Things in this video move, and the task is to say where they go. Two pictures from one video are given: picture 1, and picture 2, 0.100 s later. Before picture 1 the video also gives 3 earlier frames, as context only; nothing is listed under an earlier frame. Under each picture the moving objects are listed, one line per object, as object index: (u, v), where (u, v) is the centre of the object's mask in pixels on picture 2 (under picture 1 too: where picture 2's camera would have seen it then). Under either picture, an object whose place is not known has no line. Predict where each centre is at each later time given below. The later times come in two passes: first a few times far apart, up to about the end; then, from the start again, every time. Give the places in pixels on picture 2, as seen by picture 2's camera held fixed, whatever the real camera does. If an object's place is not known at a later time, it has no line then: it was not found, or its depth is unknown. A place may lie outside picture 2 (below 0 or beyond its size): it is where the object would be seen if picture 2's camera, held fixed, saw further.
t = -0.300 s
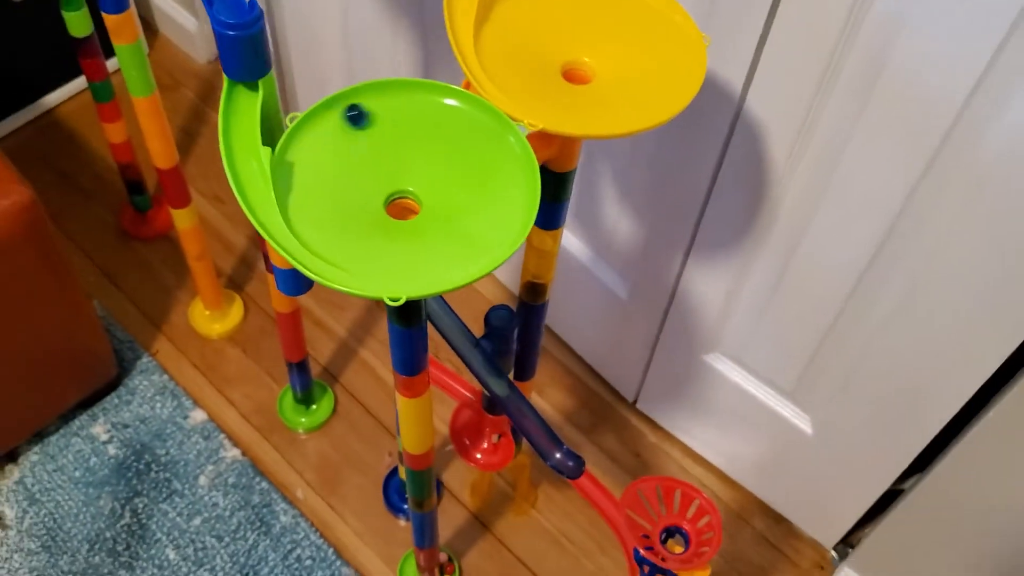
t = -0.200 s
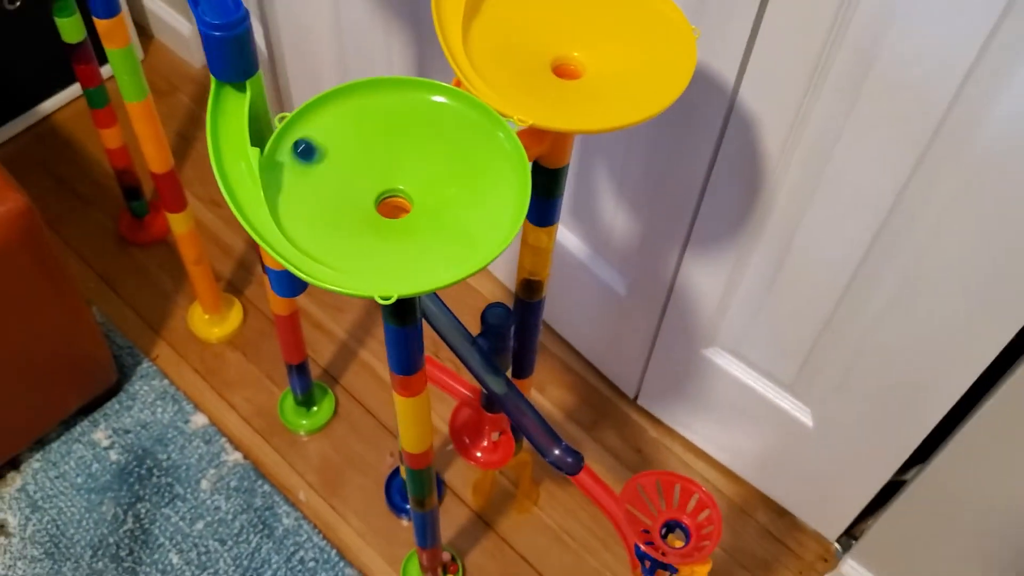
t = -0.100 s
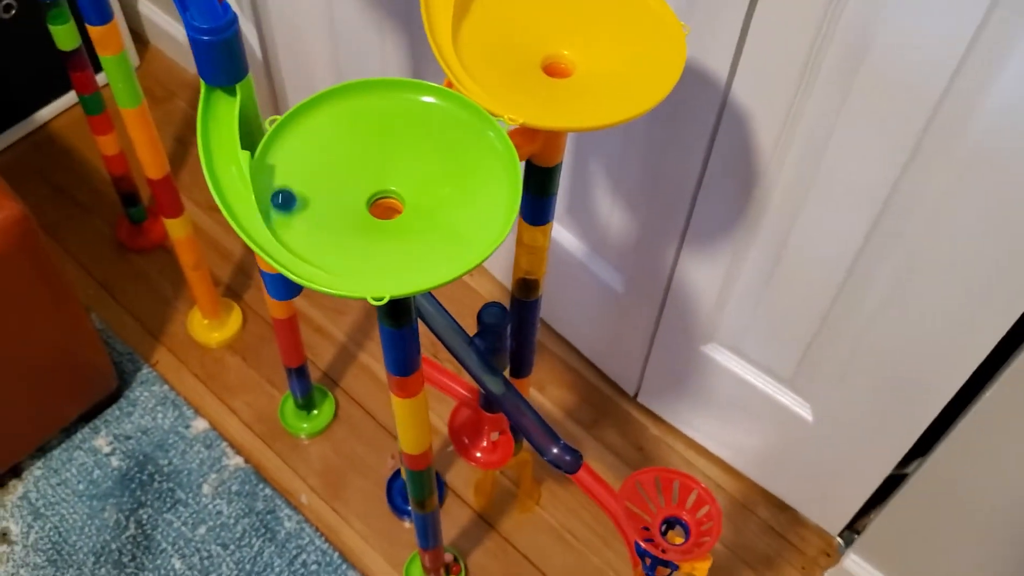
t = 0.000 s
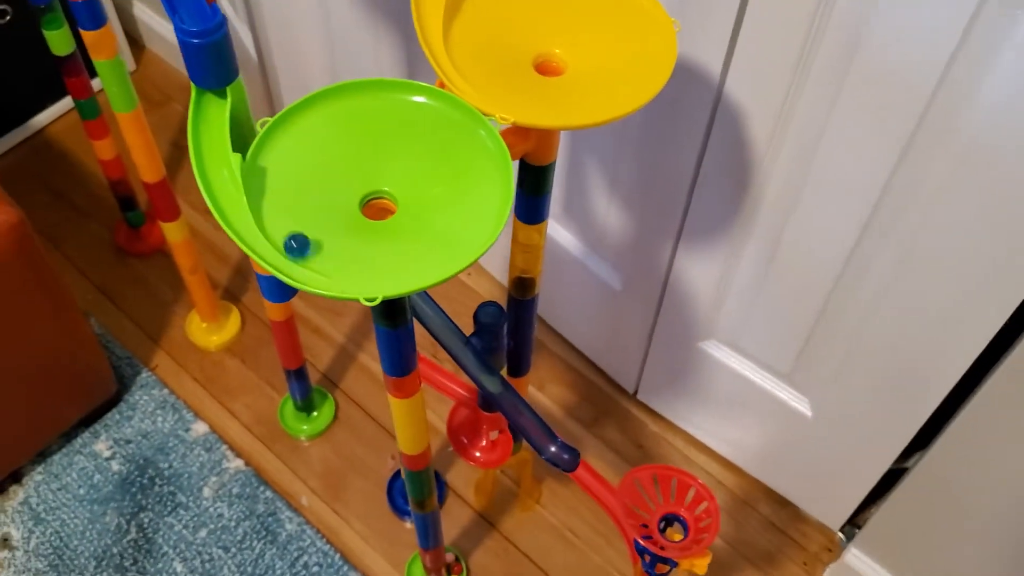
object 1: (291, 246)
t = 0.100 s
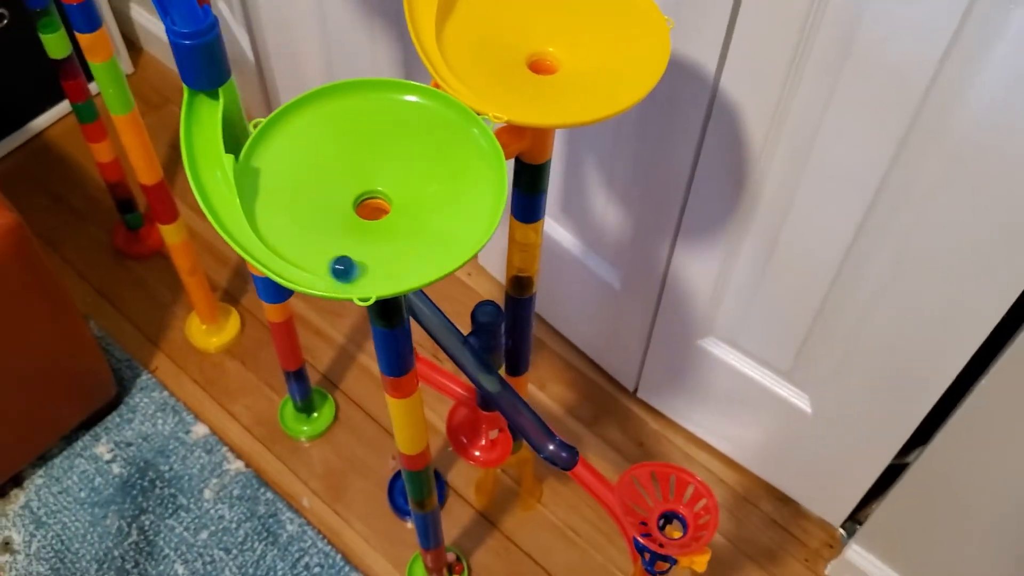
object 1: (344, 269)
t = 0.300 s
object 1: (464, 242)
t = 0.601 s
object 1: (456, 120)
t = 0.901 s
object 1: (322, 146)
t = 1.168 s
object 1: (353, 263)
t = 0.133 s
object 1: (365, 271)
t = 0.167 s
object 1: (387, 270)
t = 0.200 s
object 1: (408, 266)
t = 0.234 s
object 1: (428, 260)
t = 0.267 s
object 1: (447, 251)
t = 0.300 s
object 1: (464, 242)
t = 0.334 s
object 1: (477, 228)
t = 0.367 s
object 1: (483, 214)
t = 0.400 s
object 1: (487, 199)
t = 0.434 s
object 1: (487, 184)
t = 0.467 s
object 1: (486, 169)
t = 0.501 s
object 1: (482, 155)
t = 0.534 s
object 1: (475, 142)
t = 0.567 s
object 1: (467, 130)
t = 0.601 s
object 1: (456, 120)
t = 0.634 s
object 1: (444, 113)
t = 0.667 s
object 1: (430, 107)
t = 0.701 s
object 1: (415, 105)
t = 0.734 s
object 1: (399, 105)
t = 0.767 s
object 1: (384, 107)
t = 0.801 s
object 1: (367, 113)
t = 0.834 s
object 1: (351, 121)
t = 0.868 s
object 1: (336, 132)
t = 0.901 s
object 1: (322, 146)
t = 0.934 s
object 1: (312, 163)
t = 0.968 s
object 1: (305, 180)
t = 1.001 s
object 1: (303, 199)
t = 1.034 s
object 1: (305, 216)
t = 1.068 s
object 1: (313, 232)
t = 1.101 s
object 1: (323, 244)
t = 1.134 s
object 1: (337, 255)
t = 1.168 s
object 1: (353, 263)
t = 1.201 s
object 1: (369, 269)
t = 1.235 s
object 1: (386, 271)
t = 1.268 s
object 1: (403, 272)
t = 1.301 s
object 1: (419, 268)
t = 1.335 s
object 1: (431, 261)
